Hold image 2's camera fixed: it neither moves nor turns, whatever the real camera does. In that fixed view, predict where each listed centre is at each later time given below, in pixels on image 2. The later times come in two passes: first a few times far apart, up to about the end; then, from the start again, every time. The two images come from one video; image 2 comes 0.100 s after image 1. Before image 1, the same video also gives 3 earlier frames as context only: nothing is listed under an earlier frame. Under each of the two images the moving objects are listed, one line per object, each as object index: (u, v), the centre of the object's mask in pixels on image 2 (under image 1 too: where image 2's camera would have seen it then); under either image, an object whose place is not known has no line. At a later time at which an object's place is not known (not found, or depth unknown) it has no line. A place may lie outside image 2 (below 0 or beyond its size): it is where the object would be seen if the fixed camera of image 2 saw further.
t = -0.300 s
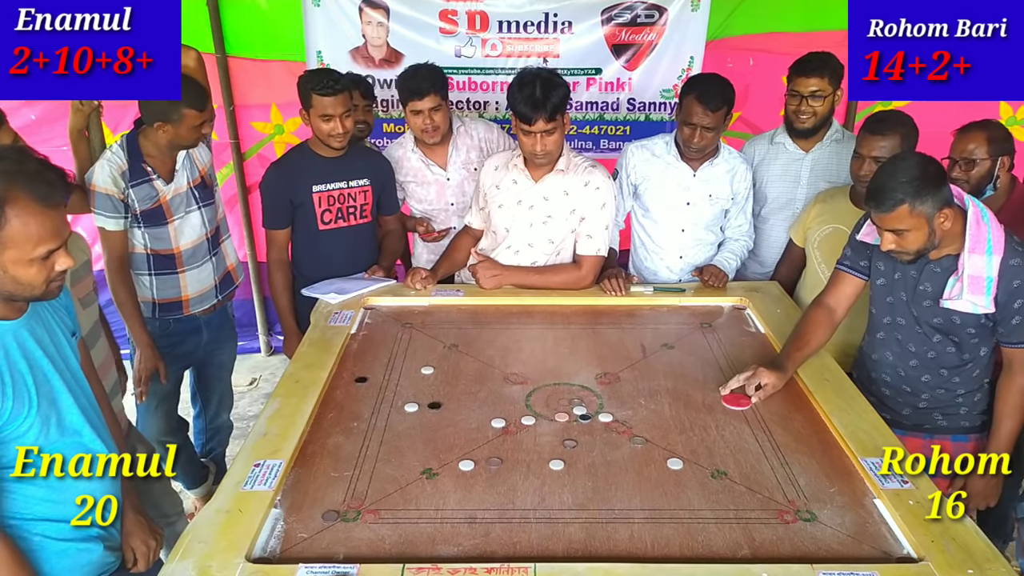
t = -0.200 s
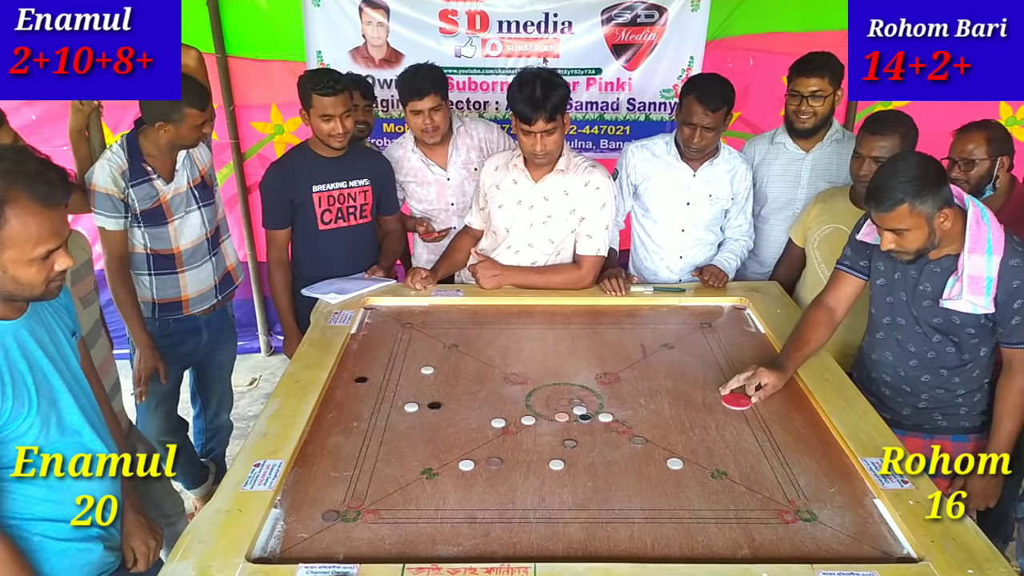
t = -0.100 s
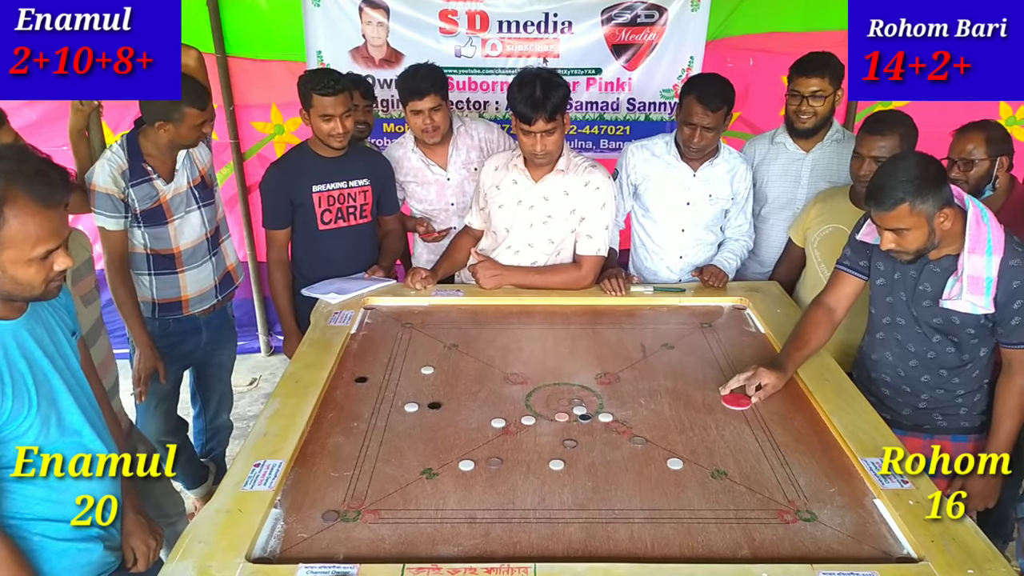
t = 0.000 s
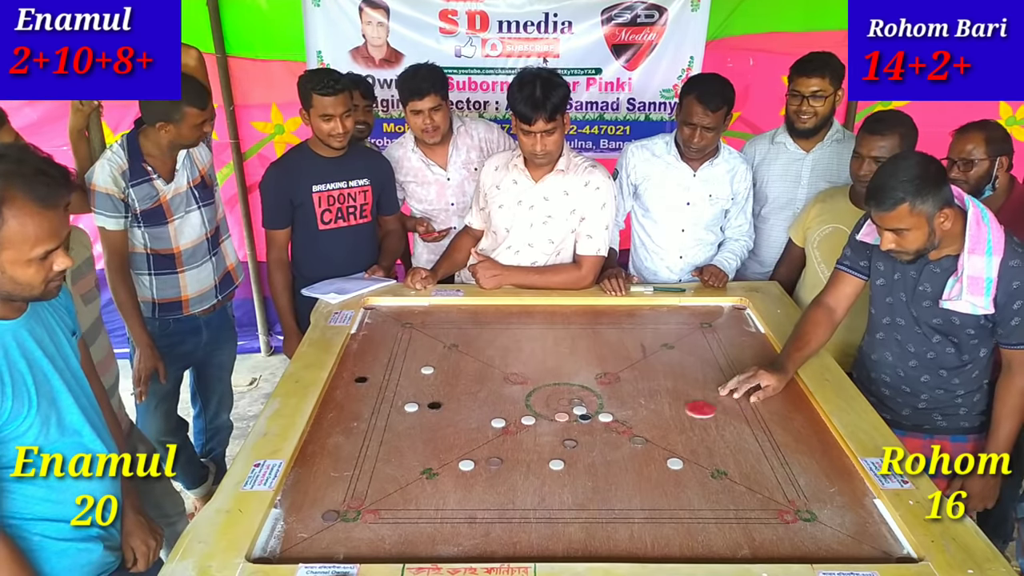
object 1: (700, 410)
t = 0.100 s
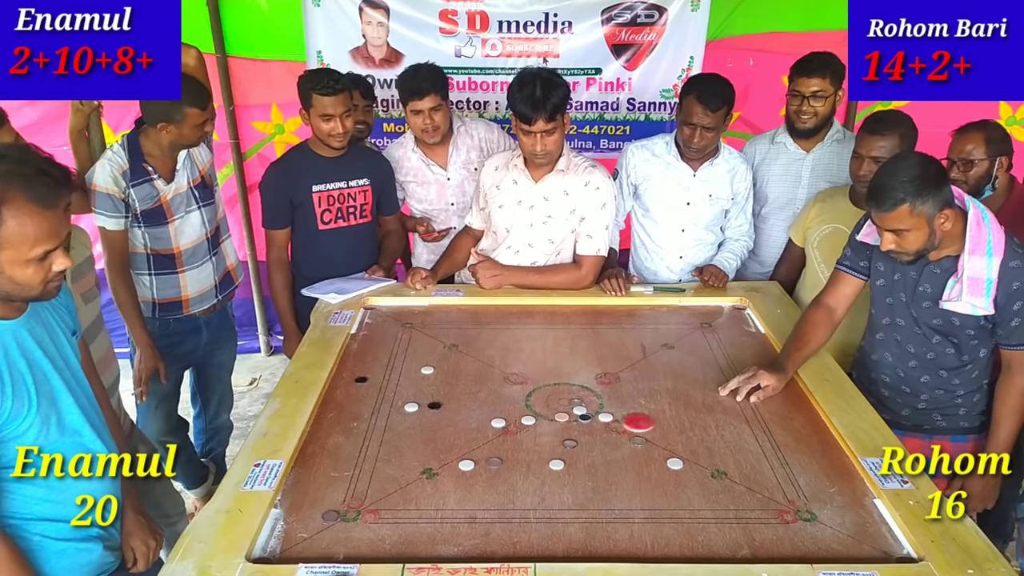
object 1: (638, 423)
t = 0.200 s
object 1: (579, 436)
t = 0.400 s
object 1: (497, 451)
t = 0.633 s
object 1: (440, 455)
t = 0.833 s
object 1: (421, 455)
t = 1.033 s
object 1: (421, 455)
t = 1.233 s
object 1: (421, 455)
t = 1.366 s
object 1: (421, 455)
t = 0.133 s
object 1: (618, 427)
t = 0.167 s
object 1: (598, 431)
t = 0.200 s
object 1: (579, 436)
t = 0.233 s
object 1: (565, 439)
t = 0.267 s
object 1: (550, 442)
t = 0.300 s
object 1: (536, 445)
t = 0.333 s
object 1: (522, 447)
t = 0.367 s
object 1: (509, 450)
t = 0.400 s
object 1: (497, 451)
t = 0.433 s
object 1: (487, 453)
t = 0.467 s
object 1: (477, 453)
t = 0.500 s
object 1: (468, 454)
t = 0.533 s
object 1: (460, 454)
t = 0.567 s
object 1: (453, 454)
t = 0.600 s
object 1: (446, 455)
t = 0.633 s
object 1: (440, 455)
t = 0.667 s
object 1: (436, 455)
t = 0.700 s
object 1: (431, 455)
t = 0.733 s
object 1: (428, 455)
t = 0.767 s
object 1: (425, 455)
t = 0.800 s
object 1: (423, 455)
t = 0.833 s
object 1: (421, 455)
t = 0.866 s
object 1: (421, 455)
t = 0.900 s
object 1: (421, 455)
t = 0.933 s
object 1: (421, 455)
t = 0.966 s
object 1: (421, 455)
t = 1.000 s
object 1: (421, 455)
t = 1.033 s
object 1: (421, 455)
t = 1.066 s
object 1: (421, 455)
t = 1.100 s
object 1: (421, 455)
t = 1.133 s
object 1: (421, 455)
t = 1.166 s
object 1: (421, 455)
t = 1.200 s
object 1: (421, 455)
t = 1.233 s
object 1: (421, 455)
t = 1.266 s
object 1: (421, 455)
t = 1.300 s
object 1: (421, 455)
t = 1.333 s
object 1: (421, 455)
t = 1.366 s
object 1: (421, 455)
